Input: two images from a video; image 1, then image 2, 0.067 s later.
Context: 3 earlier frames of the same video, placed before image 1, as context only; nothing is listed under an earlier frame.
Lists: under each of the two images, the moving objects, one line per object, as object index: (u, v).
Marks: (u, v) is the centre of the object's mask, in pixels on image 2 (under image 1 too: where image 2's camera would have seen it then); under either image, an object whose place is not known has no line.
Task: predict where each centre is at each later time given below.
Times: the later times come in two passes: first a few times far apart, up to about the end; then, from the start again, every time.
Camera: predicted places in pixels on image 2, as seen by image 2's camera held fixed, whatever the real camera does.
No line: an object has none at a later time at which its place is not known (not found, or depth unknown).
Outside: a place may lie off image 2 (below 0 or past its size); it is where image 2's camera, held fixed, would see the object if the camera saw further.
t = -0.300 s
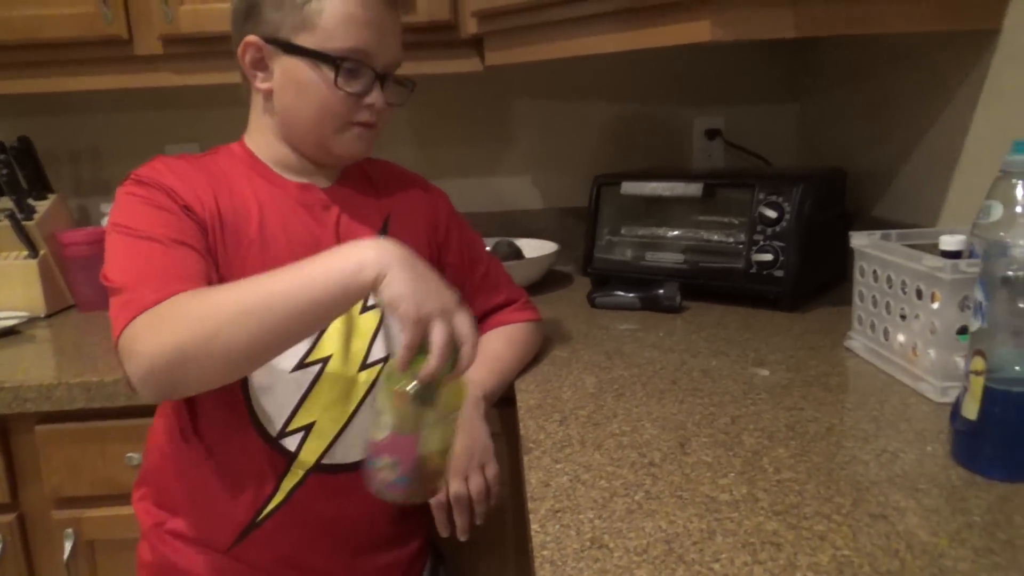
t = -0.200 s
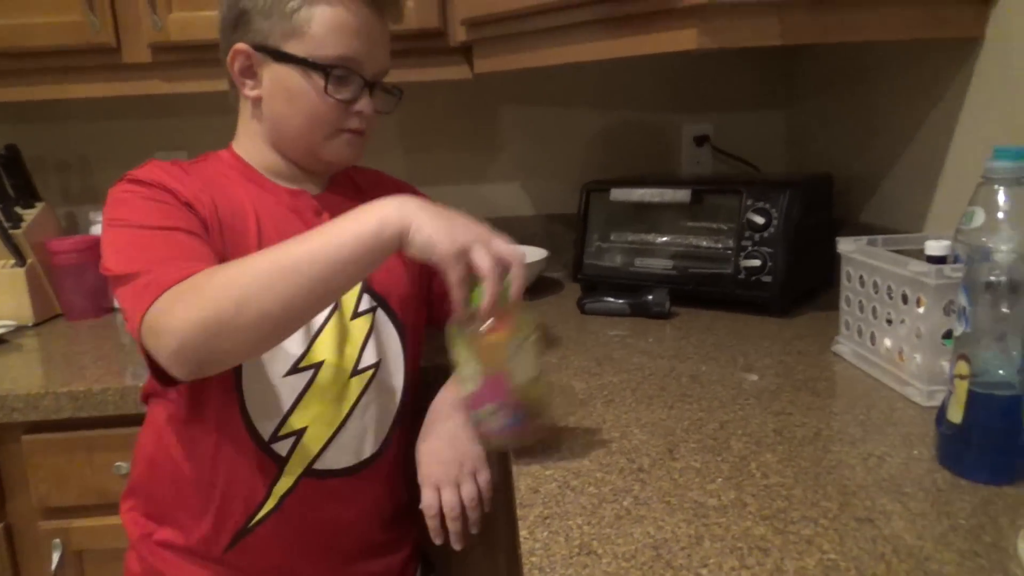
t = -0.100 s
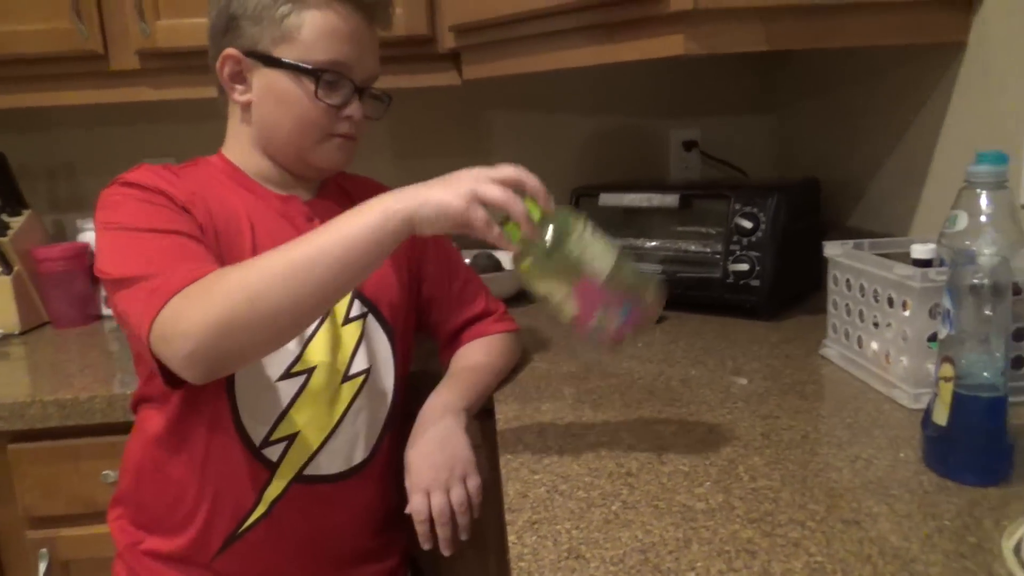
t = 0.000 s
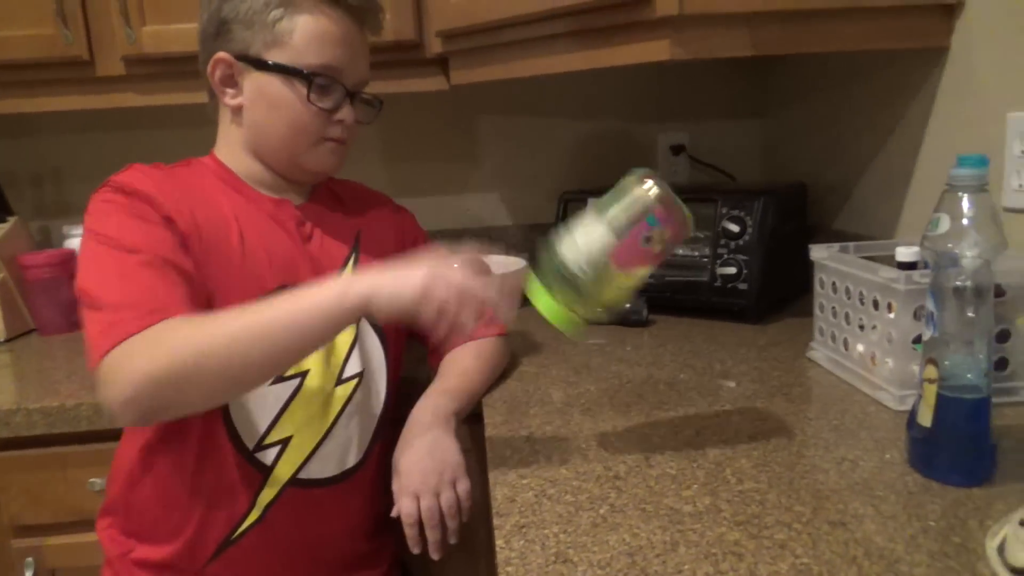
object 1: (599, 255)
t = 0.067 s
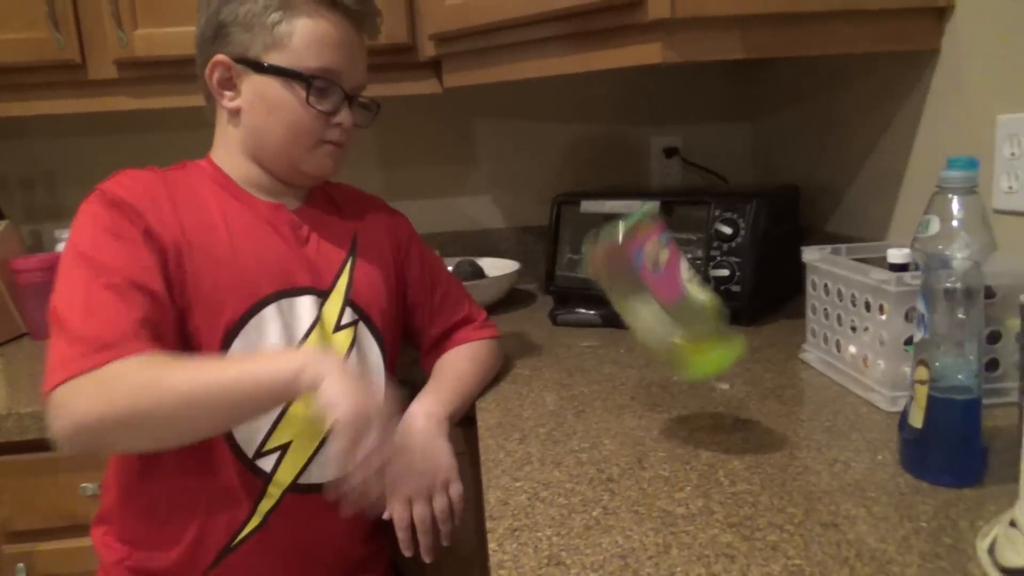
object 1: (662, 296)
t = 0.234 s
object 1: (681, 368)
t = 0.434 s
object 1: (725, 365)
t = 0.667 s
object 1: (773, 363)
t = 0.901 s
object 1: (801, 371)
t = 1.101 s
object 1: (795, 370)
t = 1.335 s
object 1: (783, 371)
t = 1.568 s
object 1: (781, 369)
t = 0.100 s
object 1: (689, 312)
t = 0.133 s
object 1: (704, 335)
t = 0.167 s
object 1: (700, 367)
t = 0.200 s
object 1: (691, 366)
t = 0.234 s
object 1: (681, 368)
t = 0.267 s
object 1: (679, 390)
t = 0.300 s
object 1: (689, 395)
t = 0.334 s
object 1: (699, 373)
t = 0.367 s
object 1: (709, 366)
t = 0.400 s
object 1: (718, 368)
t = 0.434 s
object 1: (725, 365)
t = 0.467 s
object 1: (731, 364)
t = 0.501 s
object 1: (737, 363)
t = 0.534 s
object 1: (743, 361)
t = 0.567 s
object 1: (749, 359)
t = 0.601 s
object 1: (757, 360)
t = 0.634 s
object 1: (765, 361)
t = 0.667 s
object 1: (773, 363)
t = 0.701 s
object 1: (783, 365)
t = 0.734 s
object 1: (789, 365)
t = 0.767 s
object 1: (791, 365)
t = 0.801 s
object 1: (792, 366)
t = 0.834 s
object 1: (794, 369)
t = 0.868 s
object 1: (797, 370)
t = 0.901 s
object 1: (801, 371)
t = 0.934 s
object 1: (802, 371)
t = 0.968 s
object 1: (799, 370)
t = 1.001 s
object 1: (796, 370)
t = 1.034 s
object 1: (796, 370)
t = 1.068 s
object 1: (796, 370)
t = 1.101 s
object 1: (795, 370)
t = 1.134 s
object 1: (792, 370)
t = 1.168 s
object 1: (787, 371)
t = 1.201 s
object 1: (784, 370)
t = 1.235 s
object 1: (784, 371)
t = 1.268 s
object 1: (785, 371)
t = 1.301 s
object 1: (785, 371)
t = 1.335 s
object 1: (783, 371)
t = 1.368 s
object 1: (782, 371)
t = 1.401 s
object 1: (782, 371)
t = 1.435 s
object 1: (785, 371)
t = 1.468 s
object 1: (785, 370)
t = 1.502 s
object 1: (783, 369)
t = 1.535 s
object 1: (781, 370)
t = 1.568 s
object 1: (781, 369)
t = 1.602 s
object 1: (782, 368)
